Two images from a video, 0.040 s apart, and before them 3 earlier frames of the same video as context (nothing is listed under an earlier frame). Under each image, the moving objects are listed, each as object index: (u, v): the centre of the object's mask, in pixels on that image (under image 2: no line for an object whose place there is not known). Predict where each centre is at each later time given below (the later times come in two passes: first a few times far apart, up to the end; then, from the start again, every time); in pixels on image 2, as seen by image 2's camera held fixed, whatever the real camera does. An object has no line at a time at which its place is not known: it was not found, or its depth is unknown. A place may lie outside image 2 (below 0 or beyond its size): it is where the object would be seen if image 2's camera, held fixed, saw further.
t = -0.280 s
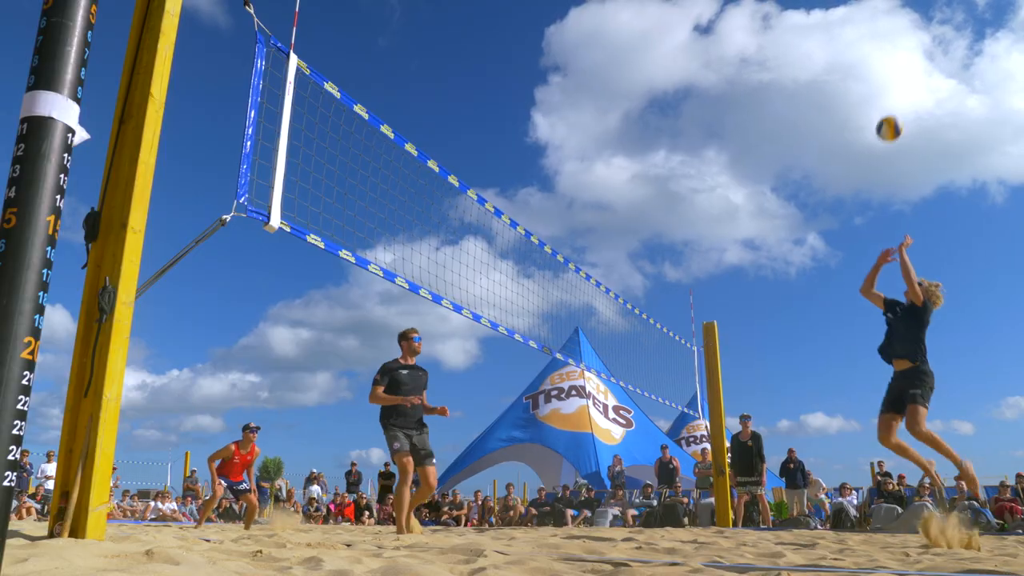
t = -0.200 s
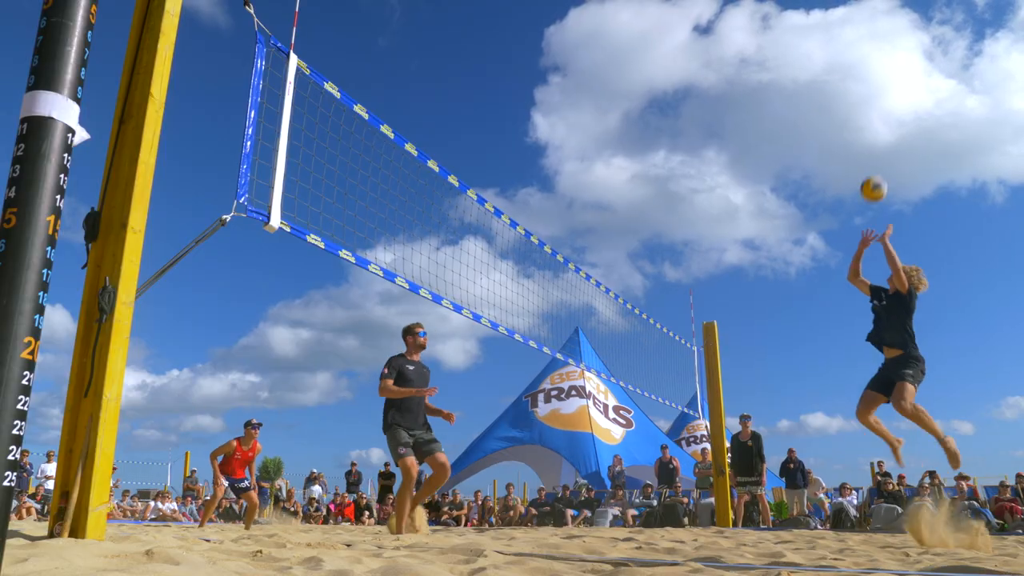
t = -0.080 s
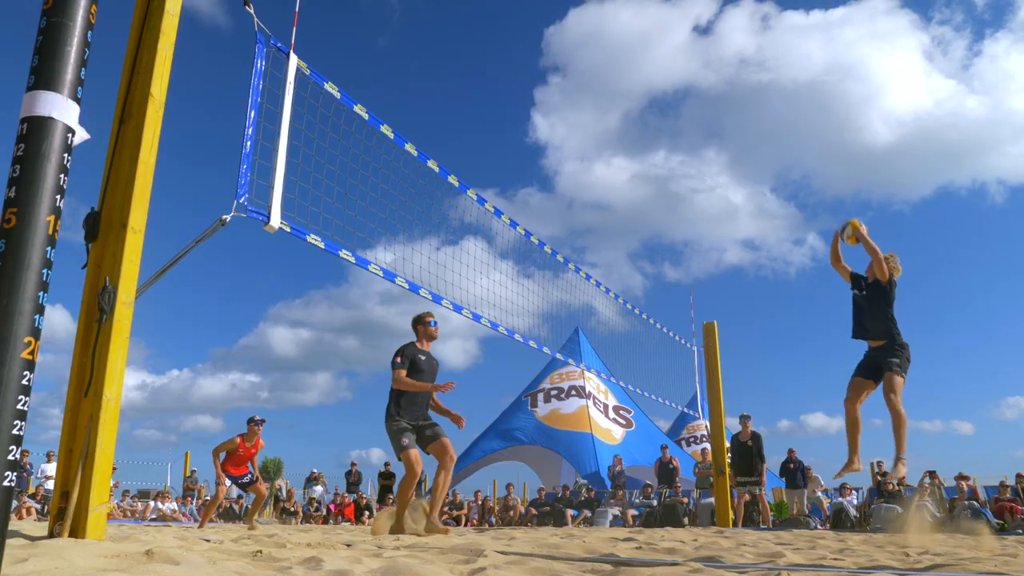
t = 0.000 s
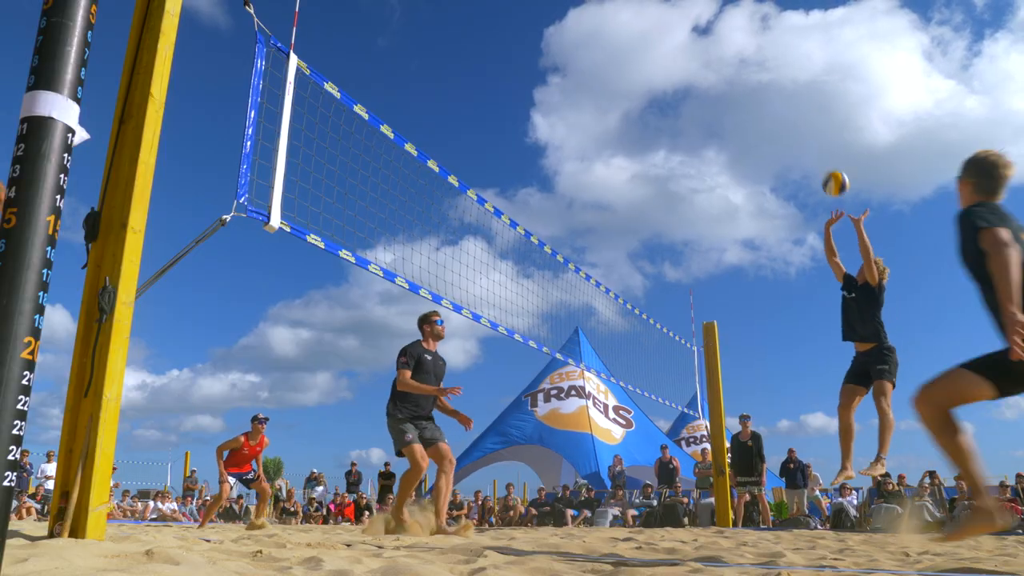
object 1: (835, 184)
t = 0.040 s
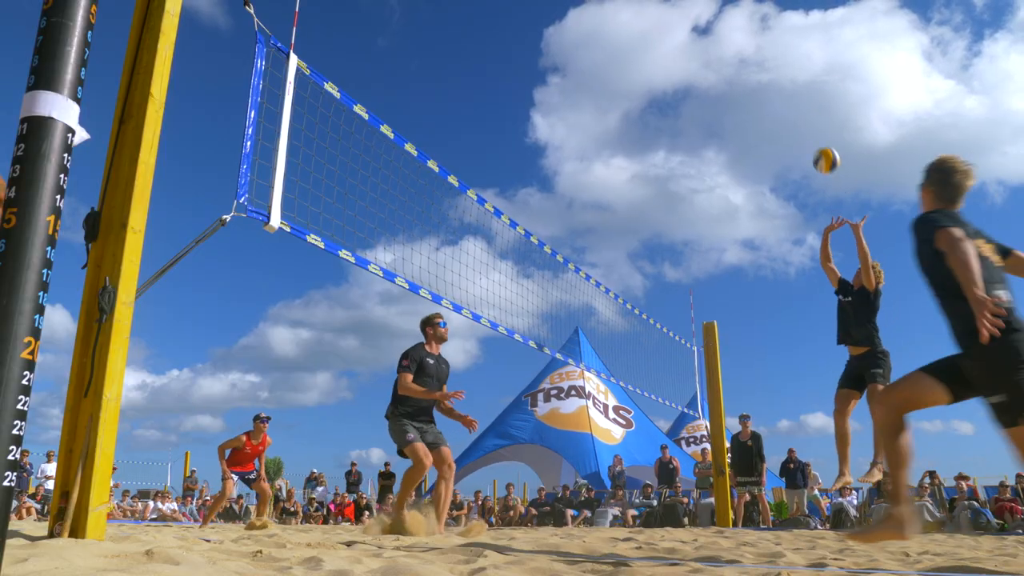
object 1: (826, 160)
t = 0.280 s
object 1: (770, 56)
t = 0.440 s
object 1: (732, 19)
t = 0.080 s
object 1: (817, 139)
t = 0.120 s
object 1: (807, 119)
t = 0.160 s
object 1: (798, 101)
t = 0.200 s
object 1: (789, 84)
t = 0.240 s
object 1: (779, 70)
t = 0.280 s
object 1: (770, 56)
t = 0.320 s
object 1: (761, 44)
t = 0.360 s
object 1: (751, 34)
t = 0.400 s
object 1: (742, 26)
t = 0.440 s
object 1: (732, 19)
